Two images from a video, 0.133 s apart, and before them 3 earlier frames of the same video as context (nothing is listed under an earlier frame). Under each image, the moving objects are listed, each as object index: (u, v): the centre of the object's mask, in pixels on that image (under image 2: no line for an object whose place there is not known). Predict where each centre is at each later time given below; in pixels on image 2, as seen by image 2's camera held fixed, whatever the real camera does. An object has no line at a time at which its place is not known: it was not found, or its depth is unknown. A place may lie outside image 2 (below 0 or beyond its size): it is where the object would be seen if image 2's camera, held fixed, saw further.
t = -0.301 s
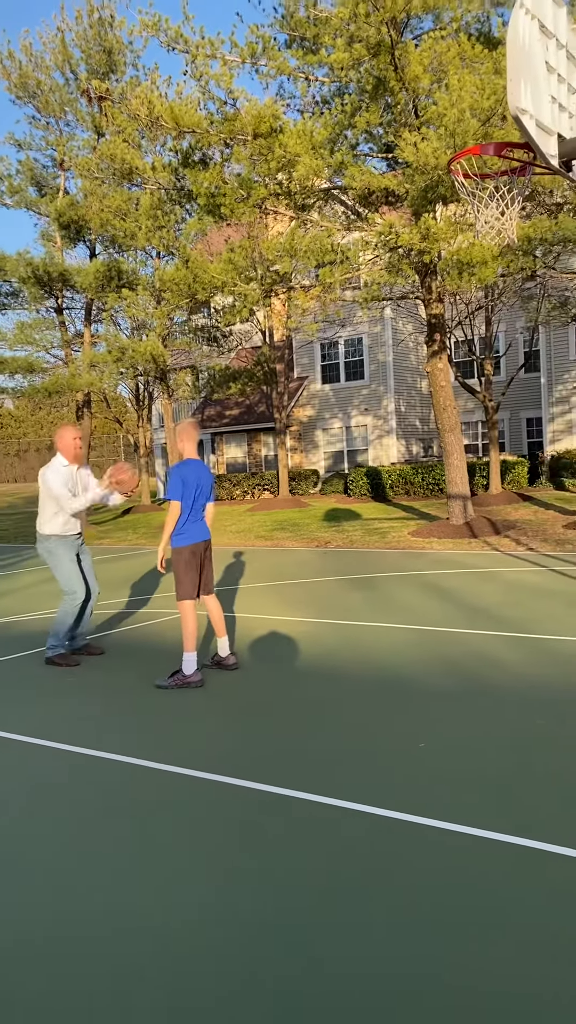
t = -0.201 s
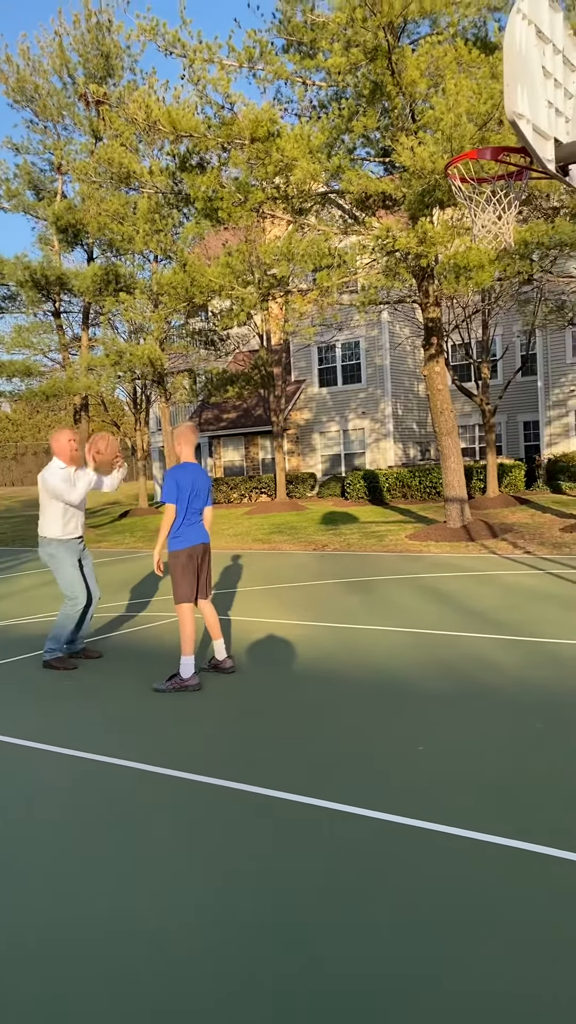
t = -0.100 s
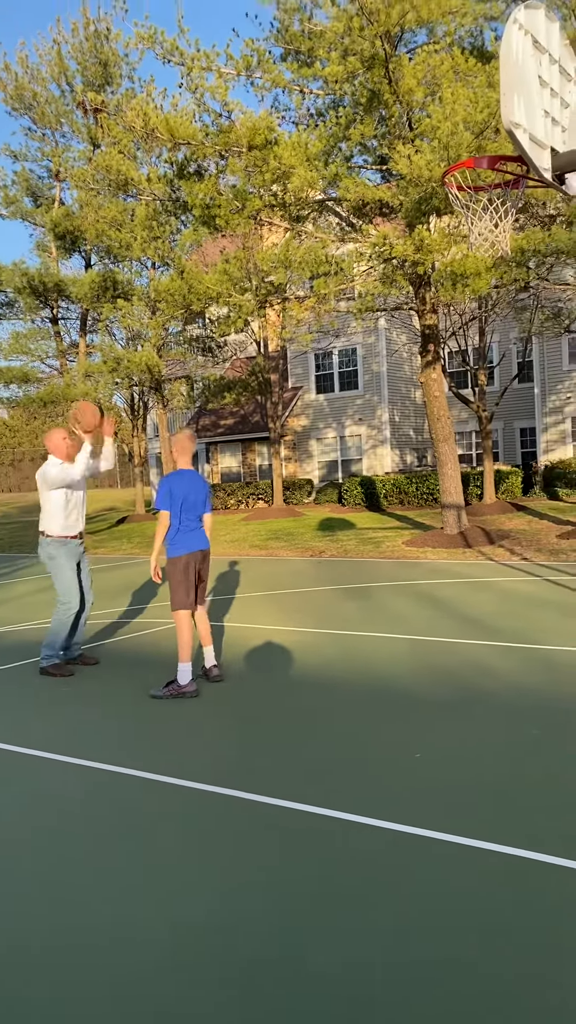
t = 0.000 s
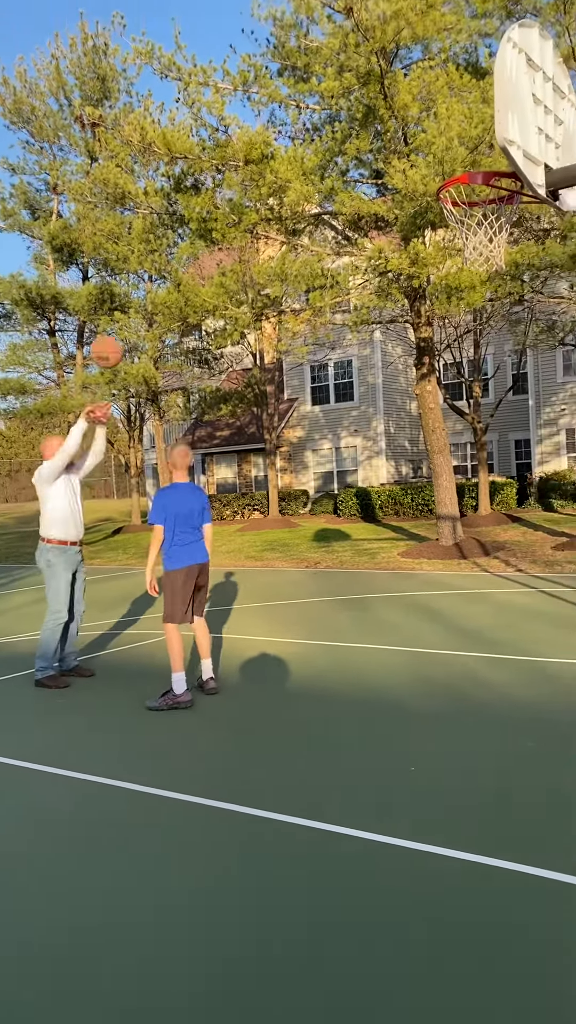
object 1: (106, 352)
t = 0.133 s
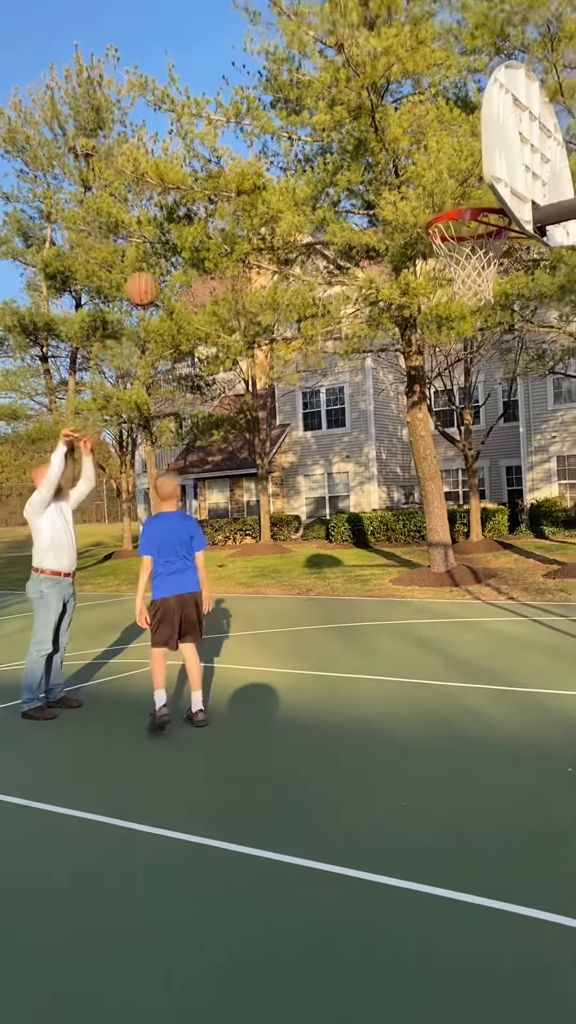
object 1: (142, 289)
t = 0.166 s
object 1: (153, 268)
